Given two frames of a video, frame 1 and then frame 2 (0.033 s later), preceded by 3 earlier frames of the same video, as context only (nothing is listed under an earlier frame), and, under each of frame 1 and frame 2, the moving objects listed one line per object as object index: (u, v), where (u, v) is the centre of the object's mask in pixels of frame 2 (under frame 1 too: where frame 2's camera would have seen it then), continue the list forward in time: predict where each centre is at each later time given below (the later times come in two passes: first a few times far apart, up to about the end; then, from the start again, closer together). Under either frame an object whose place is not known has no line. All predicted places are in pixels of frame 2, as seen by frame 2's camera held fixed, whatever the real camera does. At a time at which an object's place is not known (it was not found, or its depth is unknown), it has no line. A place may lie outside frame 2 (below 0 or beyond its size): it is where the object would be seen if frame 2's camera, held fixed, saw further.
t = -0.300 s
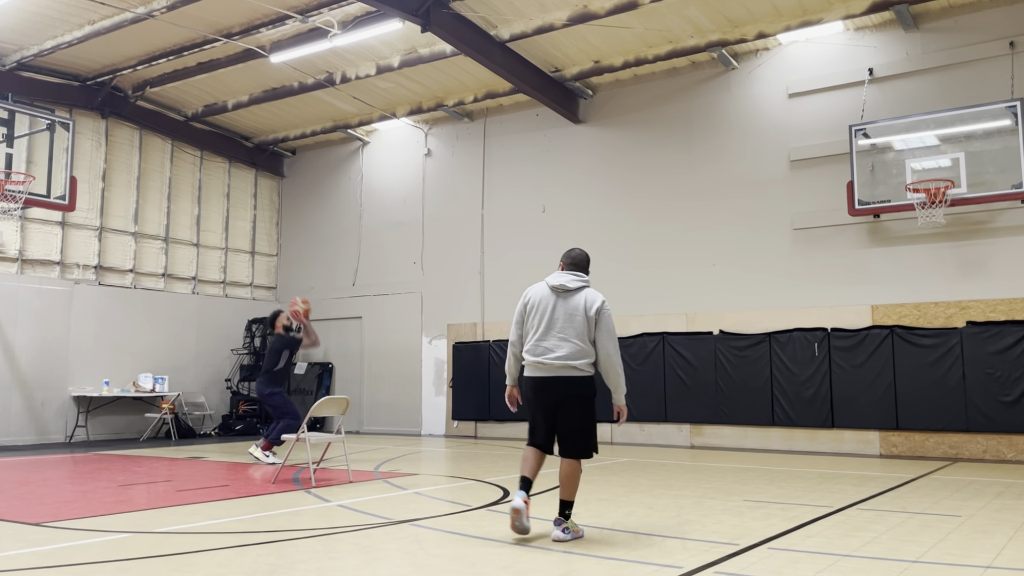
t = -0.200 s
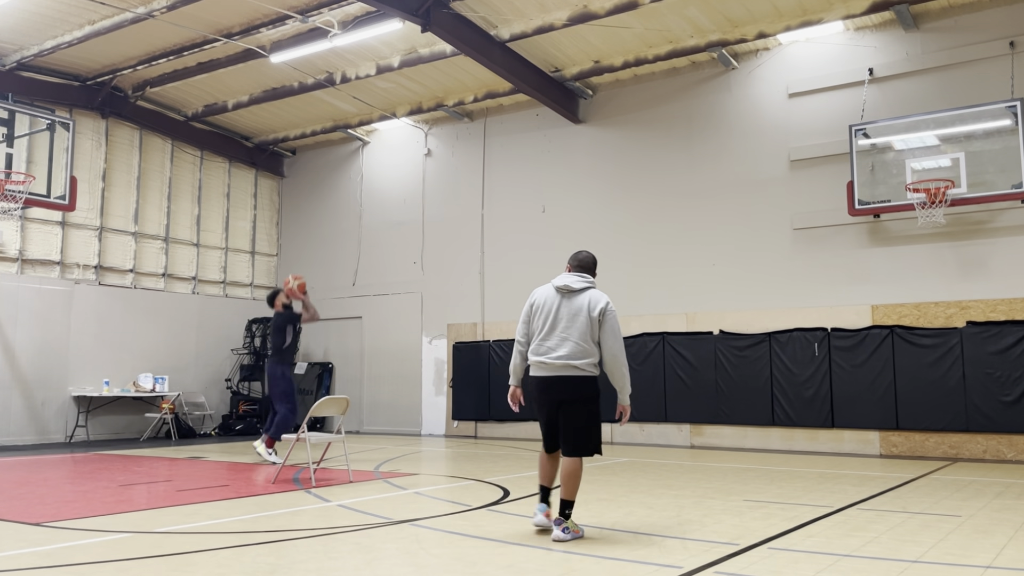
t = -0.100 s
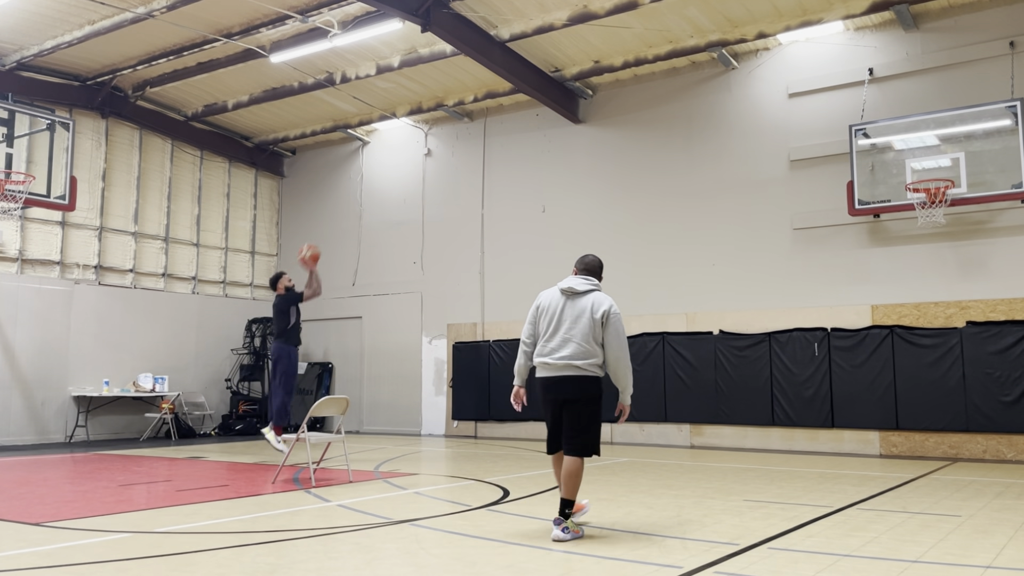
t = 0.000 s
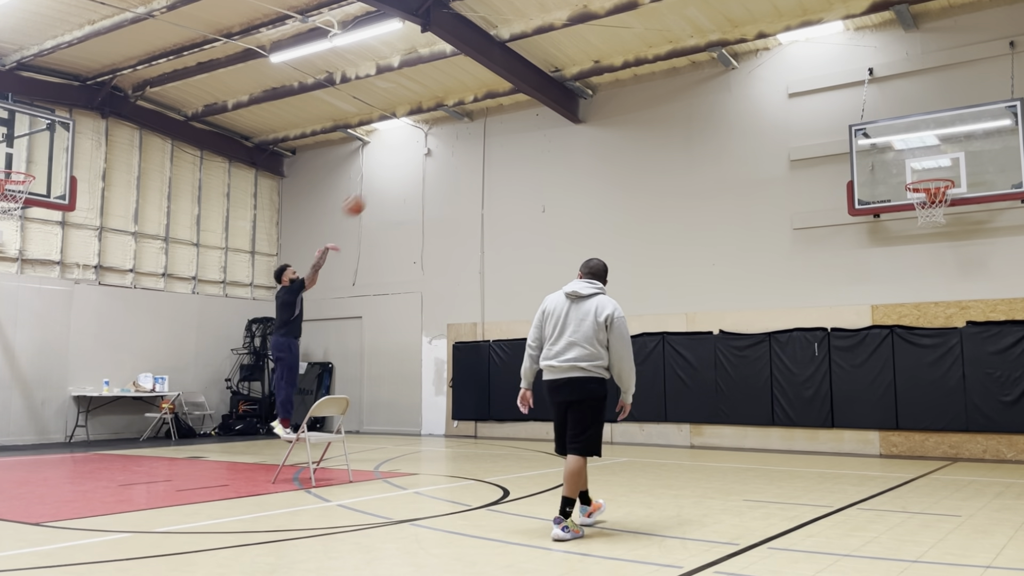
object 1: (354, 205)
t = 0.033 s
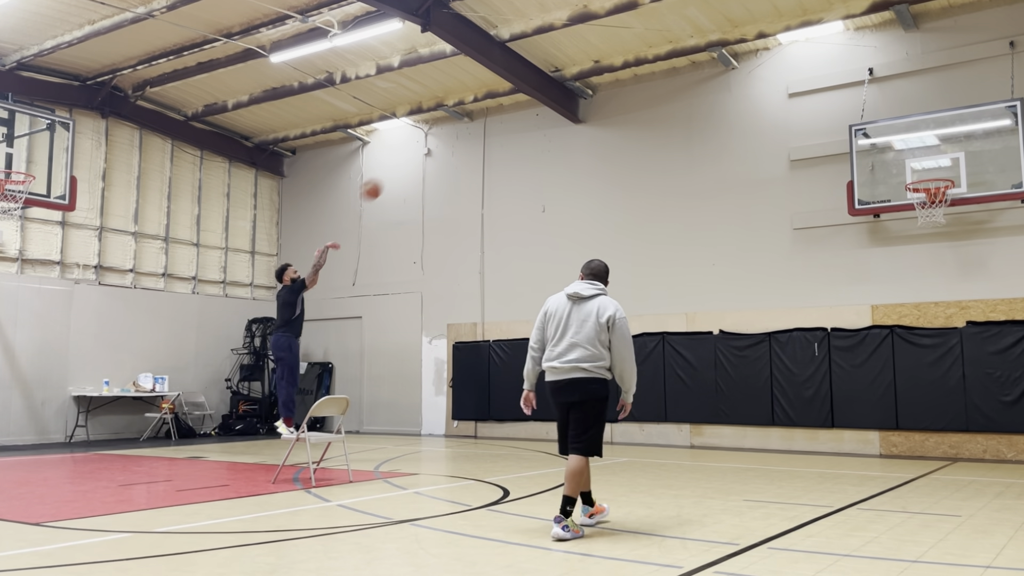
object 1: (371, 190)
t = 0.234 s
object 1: (472, 115)
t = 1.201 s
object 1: (904, 146)
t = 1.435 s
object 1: (896, 97)
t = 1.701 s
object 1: (888, 98)
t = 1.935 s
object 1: (883, 152)
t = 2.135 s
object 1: (881, 238)
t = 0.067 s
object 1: (388, 175)
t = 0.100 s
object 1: (406, 161)
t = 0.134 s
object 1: (423, 147)
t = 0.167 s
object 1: (440, 135)
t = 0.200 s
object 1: (456, 124)
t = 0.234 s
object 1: (472, 115)
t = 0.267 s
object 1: (489, 106)
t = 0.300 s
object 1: (506, 97)
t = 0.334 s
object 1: (522, 90)
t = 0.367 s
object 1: (538, 84)
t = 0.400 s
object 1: (554, 79)
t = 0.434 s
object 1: (571, 74)
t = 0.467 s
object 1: (588, 70)
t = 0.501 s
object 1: (603, 67)
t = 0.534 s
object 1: (620, 65)
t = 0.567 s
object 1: (636, 64)
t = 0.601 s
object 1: (653, 63)
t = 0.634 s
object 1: (668, 65)
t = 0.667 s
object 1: (685, 66)
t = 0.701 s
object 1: (702, 69)
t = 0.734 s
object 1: (718, 73)
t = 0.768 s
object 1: (735, 76)
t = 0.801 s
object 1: (751, 81)
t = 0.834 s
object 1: (768, 88)
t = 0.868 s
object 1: (786, 95)
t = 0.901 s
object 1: (801, 102)
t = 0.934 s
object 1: (819, 112)
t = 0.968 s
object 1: (836, 122)
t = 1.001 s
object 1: (852, 133)
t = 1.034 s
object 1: (869, 144)
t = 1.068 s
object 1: (887, 157)
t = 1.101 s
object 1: (903, 171)
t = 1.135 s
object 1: (907, 168)
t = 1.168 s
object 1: (906, 155)
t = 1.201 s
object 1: (904, 146)
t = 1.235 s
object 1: (903, 135)
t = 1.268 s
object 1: (902, 126)
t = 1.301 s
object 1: (901, 119)
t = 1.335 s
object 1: (899, 112)
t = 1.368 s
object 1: (898, 106)
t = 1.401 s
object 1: (897, 101)
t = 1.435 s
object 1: (896, 97)
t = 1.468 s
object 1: (895, 94)
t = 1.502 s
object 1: (894, 92)
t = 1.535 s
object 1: (893, 90)
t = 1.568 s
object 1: (892, 90)
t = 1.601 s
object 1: (890, 91)
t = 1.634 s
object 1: (890, 92)
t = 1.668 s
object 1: (889, 95)
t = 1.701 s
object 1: (888, 98)
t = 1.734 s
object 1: (887, 103)
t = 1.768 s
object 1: (887, 108)
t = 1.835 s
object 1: (886, 122)
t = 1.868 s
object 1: (885, 131)
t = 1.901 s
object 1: (884, 142)
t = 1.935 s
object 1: (883, 152)
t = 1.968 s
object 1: (883, 164)
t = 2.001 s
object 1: (882, 176)
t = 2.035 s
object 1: (882, 191)
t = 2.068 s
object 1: (881, 205)
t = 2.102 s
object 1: (881, 223)
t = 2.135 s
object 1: (881, 238)
